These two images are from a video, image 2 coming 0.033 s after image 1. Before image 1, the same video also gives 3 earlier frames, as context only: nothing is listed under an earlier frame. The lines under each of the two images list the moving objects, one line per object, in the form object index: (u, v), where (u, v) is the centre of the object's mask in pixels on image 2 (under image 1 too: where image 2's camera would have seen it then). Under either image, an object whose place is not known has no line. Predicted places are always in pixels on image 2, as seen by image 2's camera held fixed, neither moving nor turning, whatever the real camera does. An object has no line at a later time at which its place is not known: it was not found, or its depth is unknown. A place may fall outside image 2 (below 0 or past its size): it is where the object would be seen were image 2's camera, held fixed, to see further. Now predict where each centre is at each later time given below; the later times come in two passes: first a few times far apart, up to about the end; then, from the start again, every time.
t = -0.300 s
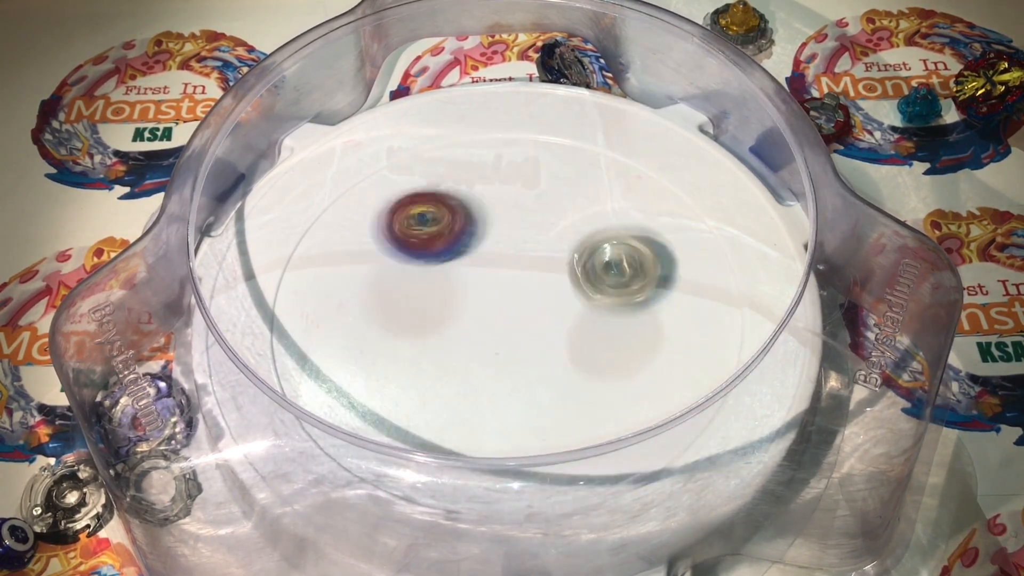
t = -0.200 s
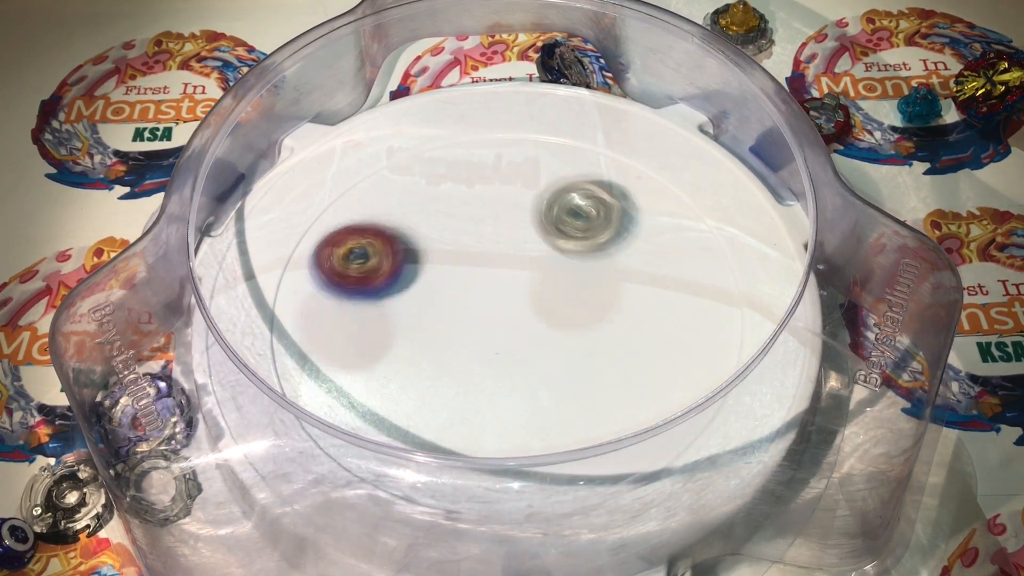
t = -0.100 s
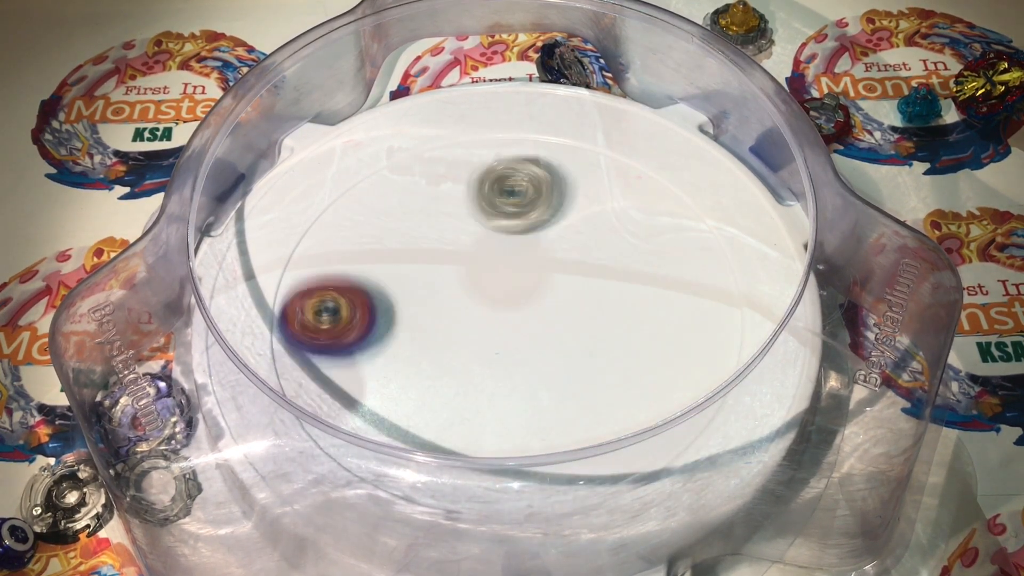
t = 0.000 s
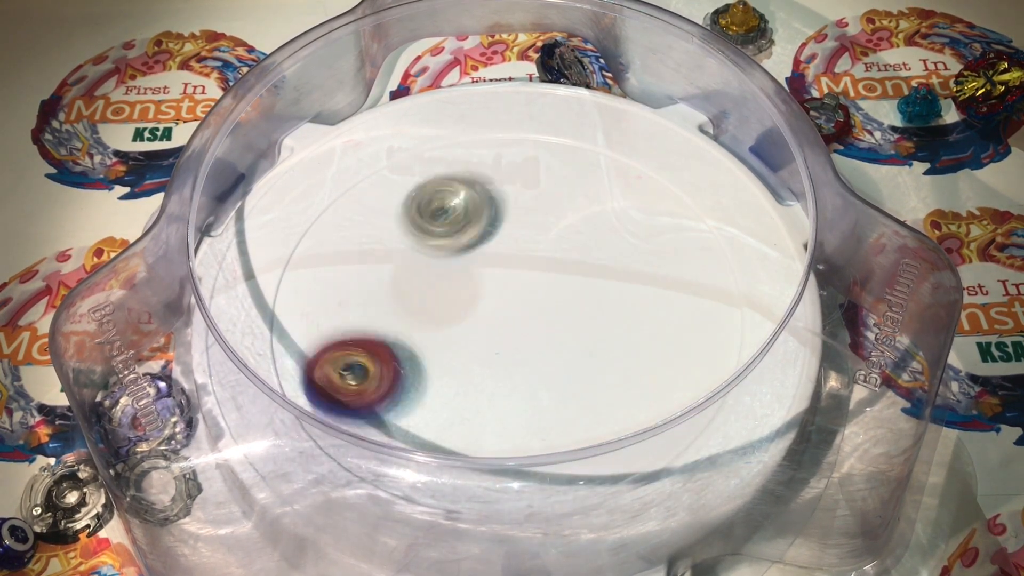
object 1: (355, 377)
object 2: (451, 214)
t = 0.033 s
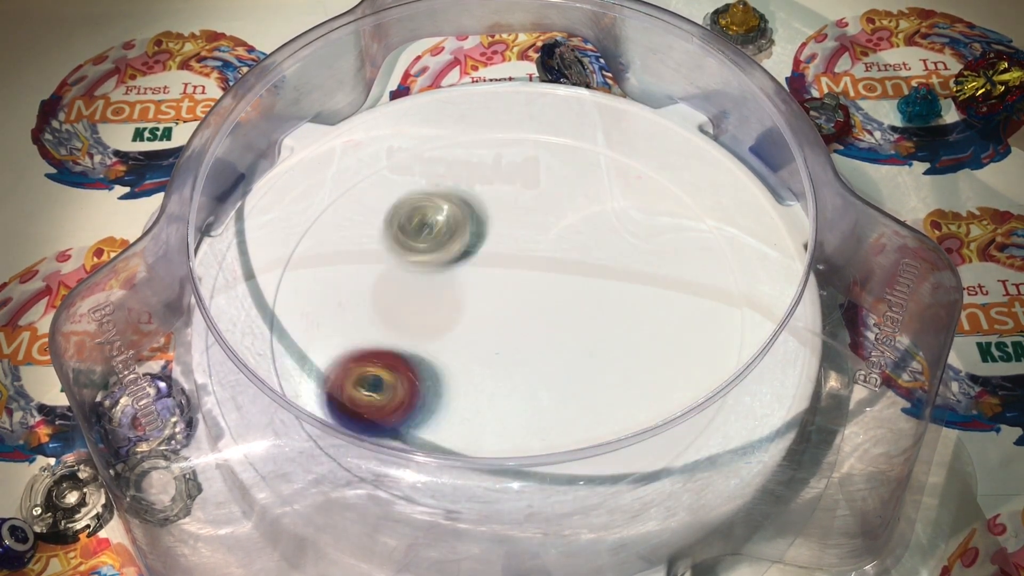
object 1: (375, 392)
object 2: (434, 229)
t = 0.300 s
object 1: (589, 347)
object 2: (474, 369)
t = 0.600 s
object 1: (597, 173)
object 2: (549, 319)
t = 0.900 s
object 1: (423, 191)
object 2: (498, 308)
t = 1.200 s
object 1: (408, 284)
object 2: (592, 454)
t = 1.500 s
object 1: (562, 301)
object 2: (593, 386)
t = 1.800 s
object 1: (549, 204)
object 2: (487, 337)
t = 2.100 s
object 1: (506, 269)
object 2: (346, 329)
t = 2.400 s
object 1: (618, 297)
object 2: (371, 365)
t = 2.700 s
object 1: (598, 280)
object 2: (504, 276)
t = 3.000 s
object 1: (563, 342)
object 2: (456, 193)
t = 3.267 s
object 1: (499, 368)
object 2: (493, 252)
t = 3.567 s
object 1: (429, 358)
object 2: (589, 309)
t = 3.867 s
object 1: (422, 313)
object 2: (618, 327)
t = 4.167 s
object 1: (479, 221)
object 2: (525, 333)
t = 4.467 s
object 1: (528, 184)
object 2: (483, 374)
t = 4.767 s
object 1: (568, 252)
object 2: (474, 314)
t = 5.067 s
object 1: (527, 313)
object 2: (457, 254)
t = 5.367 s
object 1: (463, 303)
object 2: (484, 225)
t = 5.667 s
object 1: (430, 257)
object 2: (590, 305)
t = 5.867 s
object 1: (456, 255)
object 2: (647, 323)
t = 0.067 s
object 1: (409, 403)
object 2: (422, 245)
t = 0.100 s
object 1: (435, 409)
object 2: (413, 265)
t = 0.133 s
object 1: (462, 410)
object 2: (410, 286)
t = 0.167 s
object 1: (493, 404)
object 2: (414, 308)
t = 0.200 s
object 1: (519, 395)
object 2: (425, 329)
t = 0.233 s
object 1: (543, 381)
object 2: (441, 346)
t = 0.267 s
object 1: (565, 366)
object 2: (459, 360)
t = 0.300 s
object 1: (589, 347)
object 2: (474, 369)
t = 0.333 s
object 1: (610, 326)
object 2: (487, 374)
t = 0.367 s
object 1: (624, 305)
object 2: (500, 376)
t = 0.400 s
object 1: (633, 283)
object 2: (515, 373)
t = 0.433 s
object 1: (638, 263)
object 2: (526, 368)
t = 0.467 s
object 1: (637, 242)
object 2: (536, 360)
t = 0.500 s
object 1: (632, 221)
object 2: (543, 351)
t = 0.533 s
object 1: (624, 203)
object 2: (548, 341)
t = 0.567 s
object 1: (612, 187)
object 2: (550, 330)
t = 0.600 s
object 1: (597, 173)
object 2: (549, 319)
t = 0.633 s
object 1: (580, 163)
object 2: (548, 309)
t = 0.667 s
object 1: (559, 156)
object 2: (543, 299)
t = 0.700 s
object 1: (537, 154)
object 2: (537, 289)
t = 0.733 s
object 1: (516, 156)
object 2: (529, 281)
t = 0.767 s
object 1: (495, 163)
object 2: (520, 274)
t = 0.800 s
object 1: (476, 173)
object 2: (511, 269)
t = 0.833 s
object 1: (460, 186)
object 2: (501, 267)
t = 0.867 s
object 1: (442, 198)
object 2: (493, 275)
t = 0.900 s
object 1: (423, 191)
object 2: (498, 308)
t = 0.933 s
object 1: (408, 188)
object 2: (508, 343)
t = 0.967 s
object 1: (396, 191)
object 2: (517, 374)
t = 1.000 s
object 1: (388, 198)
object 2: (519, 400)
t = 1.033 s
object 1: (381, 210)
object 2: (528, 417)
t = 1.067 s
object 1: (378, 224)
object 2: (546, 424)
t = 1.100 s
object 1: (380, 239)
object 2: (556, 438)
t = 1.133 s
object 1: (385, 254)
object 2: (568, 444)
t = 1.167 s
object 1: (394, 269)
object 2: (581, 450)
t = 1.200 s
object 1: (408, 284)
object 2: (592, 454)
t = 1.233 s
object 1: (425, 298)
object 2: (604, 455)
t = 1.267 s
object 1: (443, 310)
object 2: (613, 451)
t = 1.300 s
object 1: (462, 318)
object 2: (620, 441)
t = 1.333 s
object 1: (482, 325)
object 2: (622, 430)
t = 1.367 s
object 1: (503, 329)
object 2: (616, 418)
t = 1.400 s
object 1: (522, 331)
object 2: (611, 404)
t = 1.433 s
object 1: (539, 329)
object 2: (604, 392)
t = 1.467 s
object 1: (551, 317)
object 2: (597, 386)
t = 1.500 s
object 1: (562, 301)
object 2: (593, 386)
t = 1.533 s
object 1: (567, 285)
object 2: (585, 384)
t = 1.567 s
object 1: (576, 271)
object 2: (577, 380)
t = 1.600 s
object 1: (581, 258)
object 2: (568, 375)
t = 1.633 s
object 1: (584, 245)
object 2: (561, 370)
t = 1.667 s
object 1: (583, 234)
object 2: (548, 364)
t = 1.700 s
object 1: (575, 224)
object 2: (534, 358)
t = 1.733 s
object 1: (569, 215)
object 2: (517, 351)
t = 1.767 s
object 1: (561, 208)
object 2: (503, 344)
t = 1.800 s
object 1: (549, 204)
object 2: (487, 337)
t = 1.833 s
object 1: (537, 202)
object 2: (471, 332)
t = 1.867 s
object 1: (524, 204)
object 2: (458, 327)
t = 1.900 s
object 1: (513, 210)
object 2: (446, 321)
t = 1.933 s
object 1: (500, 218)
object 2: (433, 317)
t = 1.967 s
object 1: (489, 230)
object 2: (422, 314)
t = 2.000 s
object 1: (480, 242)
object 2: (413, 311)
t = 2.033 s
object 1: (475, 256)
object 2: (402, 311)
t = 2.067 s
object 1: (489, 264)
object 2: (371, 318)
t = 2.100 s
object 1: (506, 269)
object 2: (346, 329)
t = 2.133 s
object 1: (523, 275)
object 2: (327, 337)
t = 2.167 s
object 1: (539, 281)
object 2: (315, 345)
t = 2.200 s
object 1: (554, 286)
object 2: (307, 353)
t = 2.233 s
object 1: (564, 290)
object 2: (304, 358)
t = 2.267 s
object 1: (578, 292)
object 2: (315, 364)
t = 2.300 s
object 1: (586, 296)
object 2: (327, 368)
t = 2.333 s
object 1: (598, 297)
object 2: (339, 370)
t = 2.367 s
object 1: (608, 297)
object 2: (356, 369)
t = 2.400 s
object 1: (618, 297)
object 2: (371, 365)
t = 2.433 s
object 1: (626, 295)
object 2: (389, 360)
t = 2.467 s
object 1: (632, 292)
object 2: (406, 351)
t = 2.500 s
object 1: (636, 288)
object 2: (423, 343)
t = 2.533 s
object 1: (637, 285)
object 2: (439, 331)
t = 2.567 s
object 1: (635, 283)
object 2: (453, 319)
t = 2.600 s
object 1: (629, 281)
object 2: (469, 306)
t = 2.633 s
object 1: (621, 279)
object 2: (481, 295)
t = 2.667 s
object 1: (610, 279)
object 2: (494, 285)
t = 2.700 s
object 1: (598, 280)
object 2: (504, 276)
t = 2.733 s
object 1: (595, 286)
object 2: (499, 258)
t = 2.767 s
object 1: (597, 294)
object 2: (487, 243)
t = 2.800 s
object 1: (597, 300)
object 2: (478, 230)
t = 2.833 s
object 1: (596, 307)
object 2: (473, 219)
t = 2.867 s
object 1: (592, 313)
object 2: (469, 211)
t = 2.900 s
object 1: (584, 320)
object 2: (466, 204)
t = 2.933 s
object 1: (578, 328)
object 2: (462, 198)
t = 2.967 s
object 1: (569, 335)
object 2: (459, 194)
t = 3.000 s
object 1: (563, 342)
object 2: (456, 193)
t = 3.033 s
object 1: (556, 347)
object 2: (453, 195)
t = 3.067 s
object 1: (547, 352)
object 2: (453, 198)
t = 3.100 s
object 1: (538, 356)
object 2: (455, 207)
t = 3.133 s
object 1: (529, 361)
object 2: (460, 215)
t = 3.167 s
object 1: (520, 365)
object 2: (466, 224)
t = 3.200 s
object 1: (514, 367)
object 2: (474, 233)
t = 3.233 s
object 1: (507, 368)
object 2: (482, 243)
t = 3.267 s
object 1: (499, 368)
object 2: (493, 252)
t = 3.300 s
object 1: (492, 367)
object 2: (502, 261)
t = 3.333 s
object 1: (488, 366)
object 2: (512, 270)
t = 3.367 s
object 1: (487, 366)
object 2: (520, 279)
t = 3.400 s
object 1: (484, 363)
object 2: (529, 287)
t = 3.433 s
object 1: (474, 361)
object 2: (541, 293)
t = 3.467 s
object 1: (451, 361)
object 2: (558, 296)
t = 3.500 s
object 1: (442, 361)
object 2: (569, 300)
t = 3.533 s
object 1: (435, 361)
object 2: (581, 304)
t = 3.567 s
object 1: (429, 358)
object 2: (589, 309)
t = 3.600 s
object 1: (420, 356)
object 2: (598, 313)
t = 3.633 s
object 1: (414, 353)
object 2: (604, 318)
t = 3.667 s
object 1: (413, 350)
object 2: (611, 322)
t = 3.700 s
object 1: (411, 344)
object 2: (616, 326)
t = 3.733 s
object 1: (409, 339)
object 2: (620, 328)
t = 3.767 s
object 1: (411, 334)
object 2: (622, 329)
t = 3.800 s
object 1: (415, 328)
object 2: (624, 328)
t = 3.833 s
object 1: (418, 320)
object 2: (622, 328)
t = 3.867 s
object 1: (422, 313)
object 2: (618, 327)
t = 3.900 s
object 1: (429, 306)
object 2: (609, 326)
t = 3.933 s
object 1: (436, 296)
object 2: (601, 323)
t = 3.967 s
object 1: (441, 286)
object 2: (590, 321)
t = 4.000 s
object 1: (448, 279)
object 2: (576, 318)
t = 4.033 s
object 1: (457, 271)
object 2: (564, 316)
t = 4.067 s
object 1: (464, 261)
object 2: (552, 314)
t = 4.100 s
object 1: (468, 253)
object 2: (541, 313)
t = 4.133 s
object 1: (476, 242)
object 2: (530, 317)
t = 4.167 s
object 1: (479, 221)
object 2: (525, 333)
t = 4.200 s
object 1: (480, 208)
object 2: (509, 345)
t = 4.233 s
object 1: (485, 201)
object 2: (512, 353)
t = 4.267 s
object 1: (487, 194)
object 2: (507, 360)
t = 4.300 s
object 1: (491, 190)
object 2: (501, 365)
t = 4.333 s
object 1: (497, 185)
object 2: (497, 370)
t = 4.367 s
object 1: (502, 182)
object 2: (491, 373)
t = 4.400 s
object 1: (512, 182)
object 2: (489, 374)
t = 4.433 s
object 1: (519, 181)
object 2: (486, 375)
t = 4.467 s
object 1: (528, 184)
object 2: (483, 374)
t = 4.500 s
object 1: (539, 188)
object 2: (480, 372)
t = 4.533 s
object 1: (545, 194)
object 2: (477, 367)
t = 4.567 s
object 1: (550, 202)
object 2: (478, 362)
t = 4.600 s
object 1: (557, 209)
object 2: (476, 356)
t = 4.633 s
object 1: (561, 219)
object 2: (476, 347)
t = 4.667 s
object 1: (565, 226)
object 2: (474, 338)
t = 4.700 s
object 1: (567, 235)
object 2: (473, 330)
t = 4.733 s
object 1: (568, 246)
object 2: (474, 322)
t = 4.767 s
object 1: (568, 252)
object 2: (474, 314)
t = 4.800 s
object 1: (564, 262)
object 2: (476, 307)
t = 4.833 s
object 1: (563, 270)
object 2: (477, 299)
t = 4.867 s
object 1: (562, 276)
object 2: (469, 291)
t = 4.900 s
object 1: (560, 285)
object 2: (465, 285)
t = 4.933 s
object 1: (555, 292)
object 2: (462, 278)
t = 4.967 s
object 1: (548, 300)
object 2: (460, 272)
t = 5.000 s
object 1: (543, 304)
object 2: (458, 266)
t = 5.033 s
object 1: (533, 309)
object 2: (457, 259)
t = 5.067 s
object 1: (527, 313)
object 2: (457, 254)
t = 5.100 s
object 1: (516, 315)
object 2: (456, 250)
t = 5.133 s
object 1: (507, 316)
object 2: (457, 247)
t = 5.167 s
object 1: (500, 316)
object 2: (457, 243)
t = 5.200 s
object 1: (491, 316)
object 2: (457, 241)
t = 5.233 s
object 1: (485, 316)
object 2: (462, 234)
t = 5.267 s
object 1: (475, 313)
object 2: (467, 231)
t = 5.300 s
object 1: (473, 311)
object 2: (472, 224)
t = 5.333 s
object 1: (467, 306)
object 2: (480, 223)
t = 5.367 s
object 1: (463, 303)
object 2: (484, 225)
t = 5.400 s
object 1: (455, 294)
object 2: (490, 227)
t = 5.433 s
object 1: (455, 291)
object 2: (494, 228)
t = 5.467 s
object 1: (448, 284)
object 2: (501, 231)
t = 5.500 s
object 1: (446, 280)
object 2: (508, 237)
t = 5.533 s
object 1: (444, 271)
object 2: (518, 247)
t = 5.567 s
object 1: (438, 266)
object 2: (535, 262)
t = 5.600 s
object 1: (432, 260)
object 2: (553, 278)
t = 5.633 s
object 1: (433, 259)
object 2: (572, 294)
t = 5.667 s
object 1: (430, 257)
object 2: (590, 305)
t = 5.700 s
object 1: (432, 253)
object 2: (609, 314)
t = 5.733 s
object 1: (431, 250)
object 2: (627, 319)
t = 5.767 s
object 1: (436, 248)
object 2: (639, 323)
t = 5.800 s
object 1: (441, 253)
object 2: (648, 322)
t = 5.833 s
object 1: (446, 252)
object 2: (653, 322)
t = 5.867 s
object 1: (456, 255)
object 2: (647, 323)
